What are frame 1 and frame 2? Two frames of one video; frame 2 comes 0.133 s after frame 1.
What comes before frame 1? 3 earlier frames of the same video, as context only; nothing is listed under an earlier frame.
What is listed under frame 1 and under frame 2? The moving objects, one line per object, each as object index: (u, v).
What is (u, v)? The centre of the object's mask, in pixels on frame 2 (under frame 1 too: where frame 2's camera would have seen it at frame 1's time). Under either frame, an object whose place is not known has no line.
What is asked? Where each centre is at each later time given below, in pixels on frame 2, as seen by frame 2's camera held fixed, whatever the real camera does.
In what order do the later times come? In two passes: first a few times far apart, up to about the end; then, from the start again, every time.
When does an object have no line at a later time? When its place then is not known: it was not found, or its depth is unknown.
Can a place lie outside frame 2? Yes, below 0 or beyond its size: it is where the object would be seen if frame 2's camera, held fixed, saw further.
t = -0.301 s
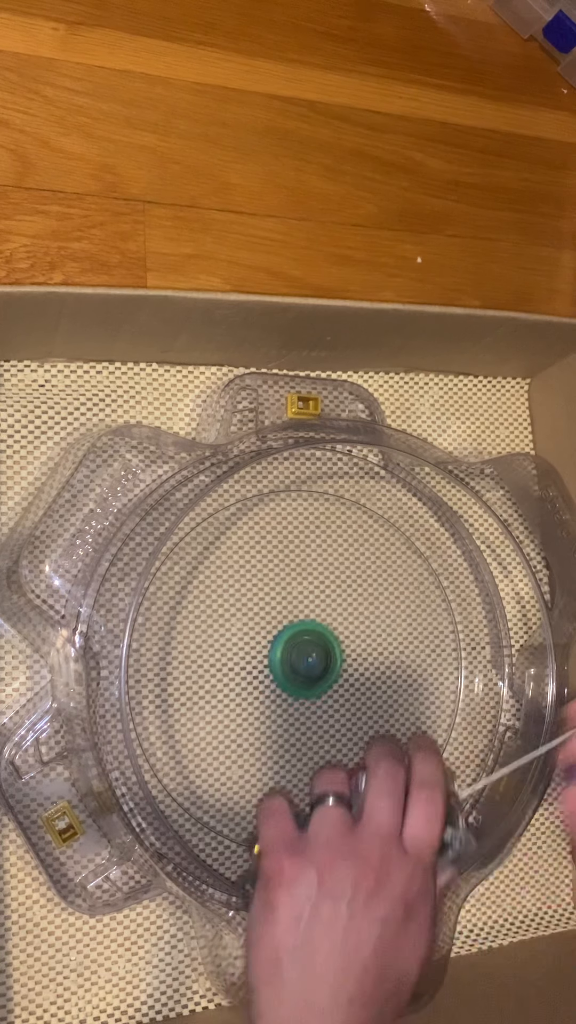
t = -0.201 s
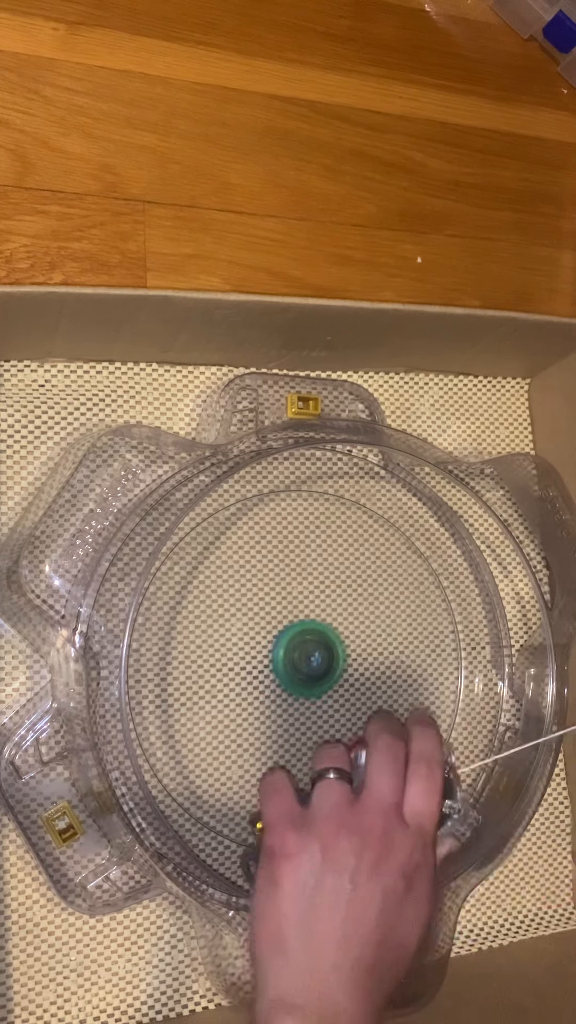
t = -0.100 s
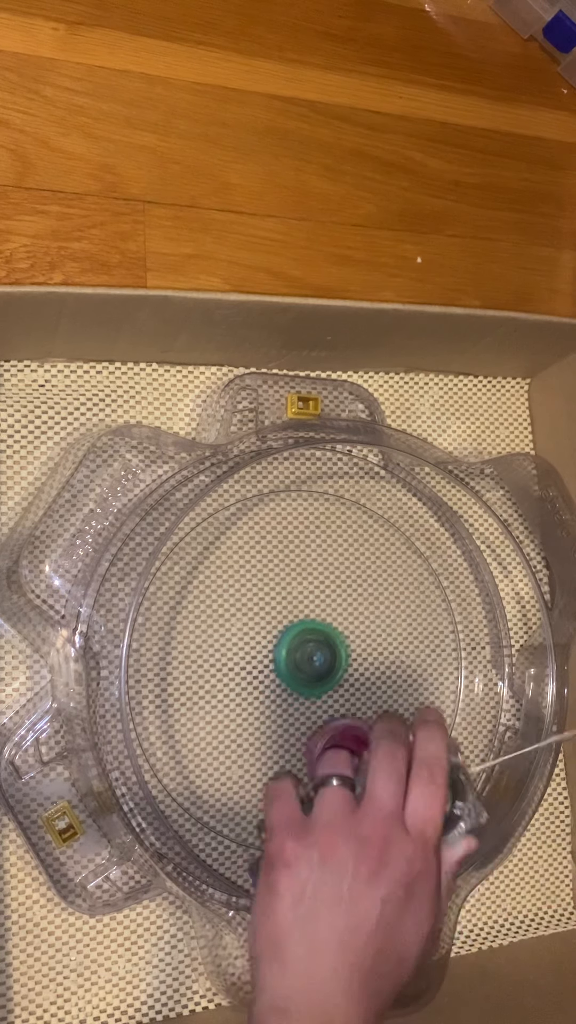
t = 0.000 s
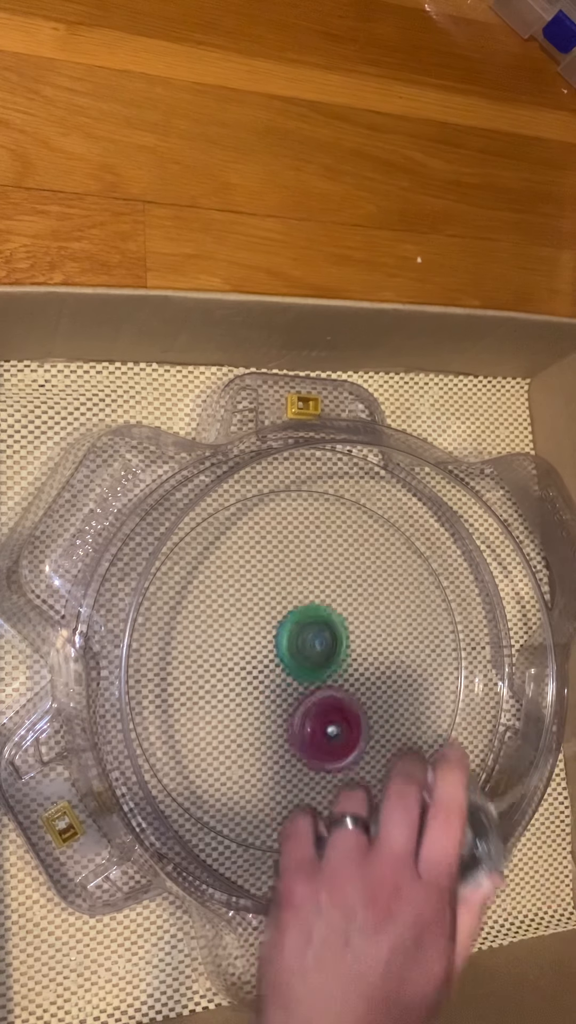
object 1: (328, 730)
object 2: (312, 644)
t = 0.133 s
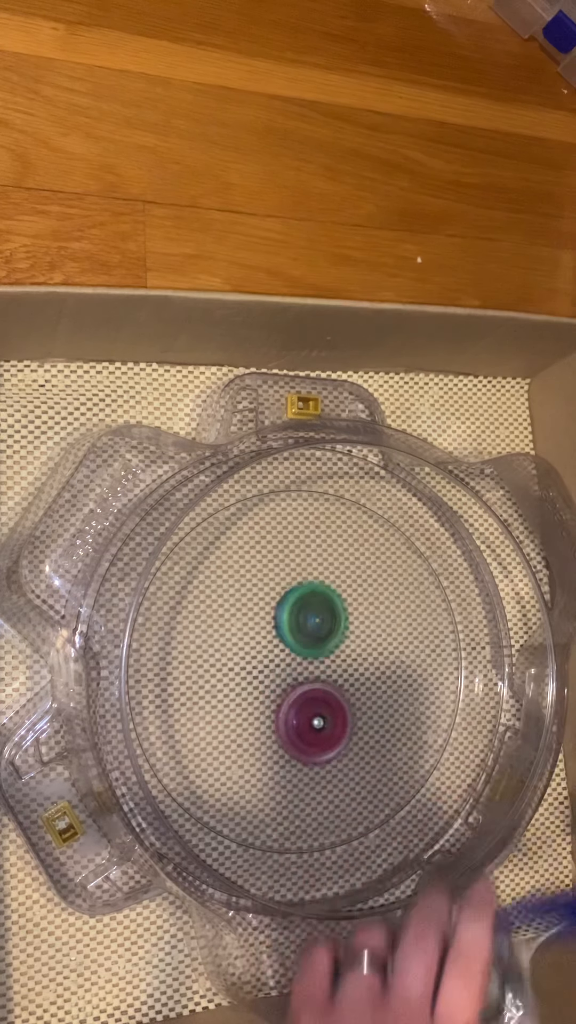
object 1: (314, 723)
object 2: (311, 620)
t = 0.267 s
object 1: (304, 713)
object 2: (309, 616)
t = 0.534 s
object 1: (291, 695)
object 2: (310, 613)
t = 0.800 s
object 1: (282, 696)
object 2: (311, 618)
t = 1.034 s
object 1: (278, 702)
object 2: (311, 625)
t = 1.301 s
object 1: (280, 711)
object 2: (310, 631)
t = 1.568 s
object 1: (289, 716)
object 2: (308, 632)
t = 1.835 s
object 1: (301, 712)
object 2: (306, 628)
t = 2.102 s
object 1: (310, 705)
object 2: (303, 623)
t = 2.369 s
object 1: (314, 700)
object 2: (303, 617)
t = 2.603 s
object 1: (313, 699)
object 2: (303, 617)
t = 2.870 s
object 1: (311, 702)
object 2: (303, 619)
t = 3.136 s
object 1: (308, 708)
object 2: (301, 624)
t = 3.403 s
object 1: (307, 711)
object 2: (298, 628)
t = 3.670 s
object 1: (307, 711)
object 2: (297, 628)
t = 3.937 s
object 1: (307, 711)
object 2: (297, 626)
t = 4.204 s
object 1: (306, 710)
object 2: (299, 626)
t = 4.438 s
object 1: (305, 710)
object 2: (303, 625)
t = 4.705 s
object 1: (304, 710)
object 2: (308, 626)
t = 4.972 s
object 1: (304, 710)
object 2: (310, 626)
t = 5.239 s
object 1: (304, 709)
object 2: (312, 626)
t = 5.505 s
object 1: (302, 709)
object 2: (310, 625)
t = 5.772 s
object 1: (301, 708)
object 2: (307, 625)
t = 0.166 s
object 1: (312, 721)
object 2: (311, 619)
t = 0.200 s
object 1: (310, 718)
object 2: (311, 618)
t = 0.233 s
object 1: (307, 716)
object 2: (310, 616)
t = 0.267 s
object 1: (304, 713)
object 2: (309, 616)
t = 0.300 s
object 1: (302, 711)
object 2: (309, 615)
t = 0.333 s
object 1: (300, 708)
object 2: (309, 615)
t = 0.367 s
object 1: (298, 705)
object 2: (309, 615)
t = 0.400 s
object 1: (297, 702)
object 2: (309, 614)
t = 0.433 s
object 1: (295, 699)
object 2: (309, 614)
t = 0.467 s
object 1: (293, 696)
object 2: (309, 614)
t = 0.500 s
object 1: (292, 694)
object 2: (309, 614)
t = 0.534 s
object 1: (291, 695)
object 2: (310, 613)
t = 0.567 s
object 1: (290, 694)
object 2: (310, 613)
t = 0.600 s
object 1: (289, 694)
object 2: (310, 613)
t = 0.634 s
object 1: (287, 693)
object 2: (310, 614)
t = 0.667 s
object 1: (286, 695)
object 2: (311, 614)
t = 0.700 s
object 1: (285, 696)
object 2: (311, 614)
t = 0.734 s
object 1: (284, 696)
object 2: (311, 614)
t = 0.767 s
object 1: (283, 696)
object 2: (311, 616)
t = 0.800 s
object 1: (282, 696)
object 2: (311, 618)
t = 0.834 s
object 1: (281, 696)
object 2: (311, 619)
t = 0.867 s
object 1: (280, 698)
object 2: (311, 620)
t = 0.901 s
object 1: (279, 699)
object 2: (311, 621)
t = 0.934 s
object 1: (278, 700)
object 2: (311, 622)
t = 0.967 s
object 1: (278, 700)
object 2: (311, 623)
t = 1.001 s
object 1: (278, 701)
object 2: (311, 624)
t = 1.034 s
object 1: (278, 702)
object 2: (311, 625)
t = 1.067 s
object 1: (278, 702)
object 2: (311, 626)
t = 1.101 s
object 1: (278, 704)
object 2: (311, 626)
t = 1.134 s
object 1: (278, 705)
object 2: (311, 626)
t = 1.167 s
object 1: (278, 706)
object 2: (310, 627)
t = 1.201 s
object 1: (278, 707)
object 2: (310, 629)
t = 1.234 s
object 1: (279, 708)
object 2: (310, 629)
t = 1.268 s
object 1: (279, 711)
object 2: (310, 630)
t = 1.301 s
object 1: (280, 711)
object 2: (310, 631)
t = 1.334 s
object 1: (281, 711)
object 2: (309, 632)
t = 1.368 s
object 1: (282, 712)
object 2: (309, 632)
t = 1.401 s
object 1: (283, 713)
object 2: (309, 632)
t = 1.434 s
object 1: (284, 713)
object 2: (309, 633)
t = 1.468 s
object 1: (285, 714)
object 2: (309, 633)
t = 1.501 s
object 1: (286, 714)
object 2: (309, 633)
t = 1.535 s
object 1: (288, 716)
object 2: (309, 632)
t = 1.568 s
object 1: (289, 716)
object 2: (308, 632)
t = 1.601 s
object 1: (290, 716)
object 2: (308, 632)
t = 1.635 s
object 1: (291, 715)
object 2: (308, 631)
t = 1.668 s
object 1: (293, 715)
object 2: (307, 631)
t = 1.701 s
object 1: (294, 714)
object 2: (307, 631)
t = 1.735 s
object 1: (296, 714)
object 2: (307, 630)
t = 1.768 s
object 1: (297, 713)
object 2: (306, 629)
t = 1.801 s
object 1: (299, 712)
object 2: (306, 628)
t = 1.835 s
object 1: (301, 712)
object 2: (306, 628)
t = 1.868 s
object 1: (301, 711)
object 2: (305, 627)
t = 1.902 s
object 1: (304, 710)
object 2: (305, 626)
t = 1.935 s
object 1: (305, 709)
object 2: (305, 625)
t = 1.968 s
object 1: (306, 709)
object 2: (305, 625)
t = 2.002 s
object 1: (307, 708)
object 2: (304, 624)
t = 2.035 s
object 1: (308, 707)
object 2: (304, 624)
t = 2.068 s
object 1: (309, 706)
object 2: (303, 623)
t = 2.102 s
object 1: (310, 705)
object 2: (303, 623)
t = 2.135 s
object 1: (311, 705)
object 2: (303, 621)
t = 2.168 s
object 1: (311, 705)
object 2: (303, 620)
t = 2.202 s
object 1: (312, 703)
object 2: (303, 620)
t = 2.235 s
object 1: (312, 702)
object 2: (303, 620)
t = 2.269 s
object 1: (313, 702)
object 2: (303, 619)
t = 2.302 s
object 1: (314, 702)
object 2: (303, 618)
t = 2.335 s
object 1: (315, 702)
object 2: (303, 618)
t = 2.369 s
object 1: (314, 700)
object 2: (303, 617)
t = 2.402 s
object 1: (314, 700)
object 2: (303, 617)
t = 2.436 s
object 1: (314, 699)
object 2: (303, 617)
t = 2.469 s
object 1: (314, 700)
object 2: (303, 617)
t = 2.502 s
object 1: (315, 700)
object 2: (303, 616)
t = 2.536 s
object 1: (314, 700)
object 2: (303, 616)
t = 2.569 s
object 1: (314, 700)
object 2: (303, 616)
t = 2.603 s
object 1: (313, 699)
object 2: (303, 617)
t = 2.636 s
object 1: (313, 699)
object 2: (303, 617)
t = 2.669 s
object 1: (314, 702)
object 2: (303, 616)
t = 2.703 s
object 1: (314, 702)
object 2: (303, 616)
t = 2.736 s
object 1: (313, 702)
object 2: (303, 616)
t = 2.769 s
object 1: (313, 702)
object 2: (303, 616)
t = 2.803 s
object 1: (312, 702)
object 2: (303, 618)
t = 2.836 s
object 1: (312, 702)
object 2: (303, 619)
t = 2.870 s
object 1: (311, 702)
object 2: (303, 619)
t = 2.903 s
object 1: (311, 705)
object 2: (302, 619)
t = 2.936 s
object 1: (311, 707)
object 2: (302, 619)
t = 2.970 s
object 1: (311, 707)
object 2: (302, 620)
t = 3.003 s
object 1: (310, 707)
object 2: (302, 621)
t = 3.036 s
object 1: (309, 707)
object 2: (302, 622)
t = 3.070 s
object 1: (309, 707)
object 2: (302, 623)
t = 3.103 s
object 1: (309, 708)
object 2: (301, 623)
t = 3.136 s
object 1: (308, 708)
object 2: (301, 624)
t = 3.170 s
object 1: (308, 709)
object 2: (301, 625)
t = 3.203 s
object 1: (307, 710)
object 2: (301, 626)
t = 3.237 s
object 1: (307, 710)
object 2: (300, 626)
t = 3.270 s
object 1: (307, 711)
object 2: (300, 626)
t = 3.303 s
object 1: (307, 710)
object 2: (299, 626)
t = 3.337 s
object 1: (307, 711)
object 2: (299, 627)
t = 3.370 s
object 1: (307, 711)
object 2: (298, 627)
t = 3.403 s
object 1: (307, 711)
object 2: (298, 628)
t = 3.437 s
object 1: (307, 711)
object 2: (298, 628)
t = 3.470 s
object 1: (307, 711)
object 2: (298, 628)
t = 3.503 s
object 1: (307, 711)
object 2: (298, 628)
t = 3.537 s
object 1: (307, 711)
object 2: (297, 628)
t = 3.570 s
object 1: (307, 711)
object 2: (297, 628)
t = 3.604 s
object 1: (307, 711)
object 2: (297, 628)
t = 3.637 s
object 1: (307, 711)
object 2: (297, 628)
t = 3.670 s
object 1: (307, 711)
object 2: (297, 628)
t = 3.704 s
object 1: (307, 711)
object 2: (297, 628)
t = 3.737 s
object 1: (307, 712)
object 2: (296, 627)
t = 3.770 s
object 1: (307, 711)
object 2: (296, 627)
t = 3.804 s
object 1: (307, 711)
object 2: (296, 627)
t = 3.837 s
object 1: (307, 711)
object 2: (296, 627)
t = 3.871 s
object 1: (307, 711)
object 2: (296, 627)
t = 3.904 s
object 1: (307, 711)
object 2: (297, 626)
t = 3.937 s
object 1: (307, 711)
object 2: (297, 626)
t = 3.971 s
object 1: (307, 711)
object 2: (297, 626)
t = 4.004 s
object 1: (306, 710)
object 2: (298, 626)
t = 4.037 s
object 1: (306, 709)
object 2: (298, 626)
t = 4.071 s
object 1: (307, 710)
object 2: (298, 626)
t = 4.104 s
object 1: (307, 710)
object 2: (298, 626)
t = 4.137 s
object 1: (307, 710)
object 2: (299, 626)
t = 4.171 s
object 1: (306, 710)
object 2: (299, 626)
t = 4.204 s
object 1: (306, 710)
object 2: (299, 626)
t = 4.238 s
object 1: (306, 710)
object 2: (299, 626)
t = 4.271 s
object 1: (306, 710)
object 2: (300, 626)
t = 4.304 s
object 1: (306, 709)
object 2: (301, 626)
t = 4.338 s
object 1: (306, 710)
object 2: (301, 625)
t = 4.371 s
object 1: (305, 710)
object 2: (302, 625)
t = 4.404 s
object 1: (305, 710)
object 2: (302, 625)
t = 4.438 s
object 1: (305, 710)
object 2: (303, 625)
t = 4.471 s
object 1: (304, 710)
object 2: (304, 625)
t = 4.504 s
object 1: (304, 709)
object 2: (304, 625)
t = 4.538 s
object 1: (304, 709)
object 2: (305, 626)
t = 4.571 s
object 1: (304, 709)
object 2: (305, 626)
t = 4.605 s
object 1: (304, 710)
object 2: (306, 626)
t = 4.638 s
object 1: (305, 710)
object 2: (307, 626)
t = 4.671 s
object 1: (304, 710)
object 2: (307, 626)
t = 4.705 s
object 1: (304, 710)
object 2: (308, 626)
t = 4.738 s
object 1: (304, 710)
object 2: (308, 626)
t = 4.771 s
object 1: (304, 710)
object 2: (309, 626)
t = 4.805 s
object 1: (304, 710)
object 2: (309, 626)
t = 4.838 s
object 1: (304, 710)
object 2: (309, 626)
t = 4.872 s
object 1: (304, 710)
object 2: (310, 626)
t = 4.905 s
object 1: (304, 710)
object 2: (310, 626)
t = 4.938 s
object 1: (304, 710)
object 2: (310, 626)
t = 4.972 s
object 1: (304, 710)
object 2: (310, 626)
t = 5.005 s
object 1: (304, 710)
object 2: (311, 626)
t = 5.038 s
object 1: (304, 710)
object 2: (311, 626)
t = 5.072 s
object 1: (304, 709)
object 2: (311, 626)
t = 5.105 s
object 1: (304, 710)
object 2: (311, 626)
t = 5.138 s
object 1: (304, 710)
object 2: (311, 626)
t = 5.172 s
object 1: (304, 710)
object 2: (311, 626)
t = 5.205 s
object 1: (304, 709)
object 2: (312, 626)
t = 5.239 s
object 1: (304, 709)
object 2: (312, 626)
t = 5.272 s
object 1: (304, 710)
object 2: (312, 626)
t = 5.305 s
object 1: (304, 709)
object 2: (311, 626)
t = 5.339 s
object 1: (304, 709)
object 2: (311, 626)
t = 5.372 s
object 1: (304, 710)
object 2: (311, 626)
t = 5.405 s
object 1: (303, 709)
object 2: (311, 626)
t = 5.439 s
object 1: (303, 710)
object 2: (311, 625)
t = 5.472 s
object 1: (303, 710)
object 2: (310, 625)
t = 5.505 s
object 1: (302, 709)
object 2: (310, 625)
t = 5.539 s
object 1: (302, 709)
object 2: (309, 625)
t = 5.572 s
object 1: (302, 708)
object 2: (308, 625)
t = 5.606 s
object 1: (302, 708)
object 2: (308, 625)
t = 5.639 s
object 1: (302, 708)
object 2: (308, 625)
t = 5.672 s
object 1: (302, 708)
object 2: (308, 625)
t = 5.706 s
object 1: (302, 708)
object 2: (307, 625)
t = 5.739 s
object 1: (301, 708)
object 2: (307, 625)
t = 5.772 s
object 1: (301, 708)
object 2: (307, 625)
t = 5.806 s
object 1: (301, 708)
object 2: (307, 625)
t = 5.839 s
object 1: (300, 708)
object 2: (306, 625)
